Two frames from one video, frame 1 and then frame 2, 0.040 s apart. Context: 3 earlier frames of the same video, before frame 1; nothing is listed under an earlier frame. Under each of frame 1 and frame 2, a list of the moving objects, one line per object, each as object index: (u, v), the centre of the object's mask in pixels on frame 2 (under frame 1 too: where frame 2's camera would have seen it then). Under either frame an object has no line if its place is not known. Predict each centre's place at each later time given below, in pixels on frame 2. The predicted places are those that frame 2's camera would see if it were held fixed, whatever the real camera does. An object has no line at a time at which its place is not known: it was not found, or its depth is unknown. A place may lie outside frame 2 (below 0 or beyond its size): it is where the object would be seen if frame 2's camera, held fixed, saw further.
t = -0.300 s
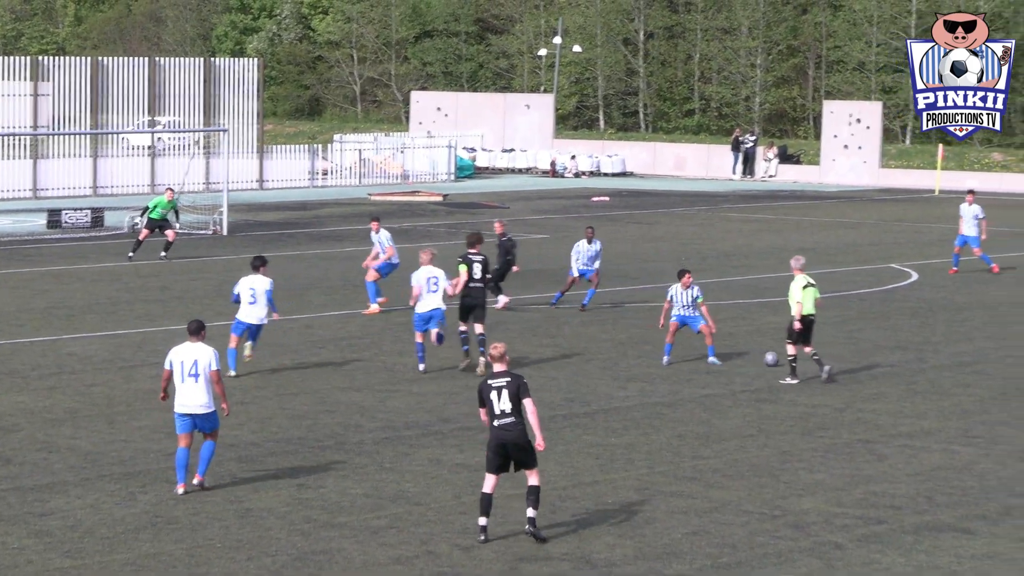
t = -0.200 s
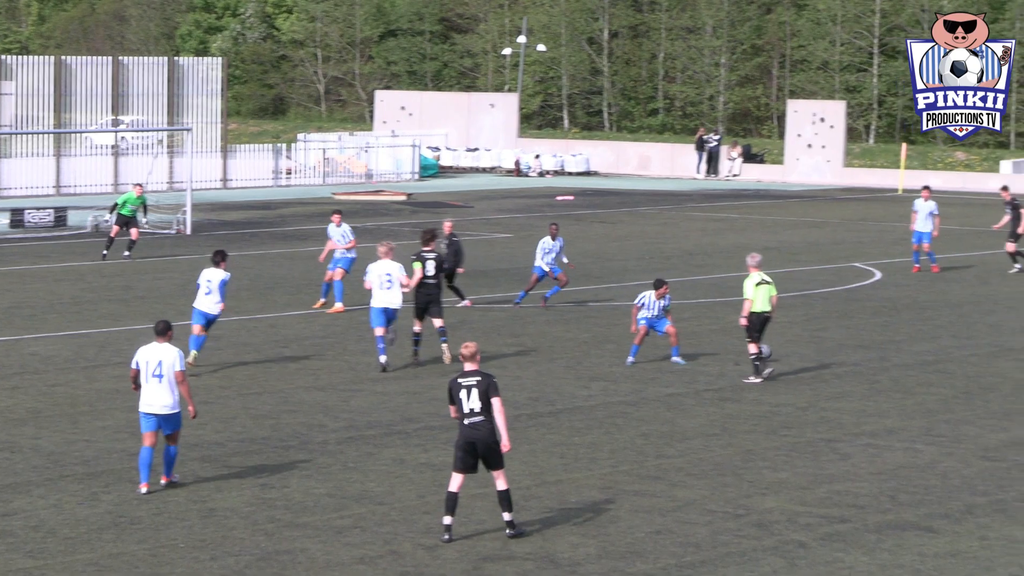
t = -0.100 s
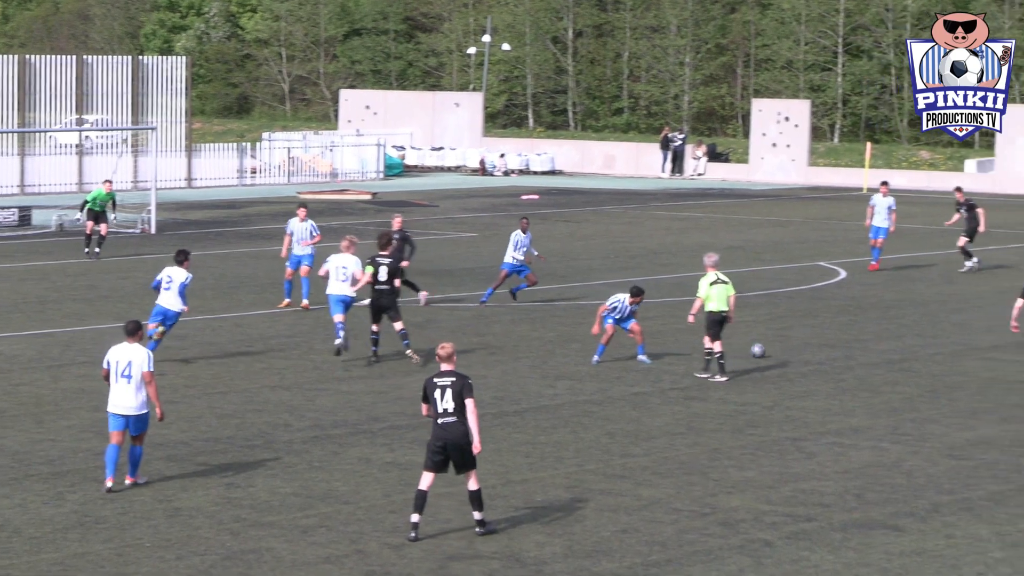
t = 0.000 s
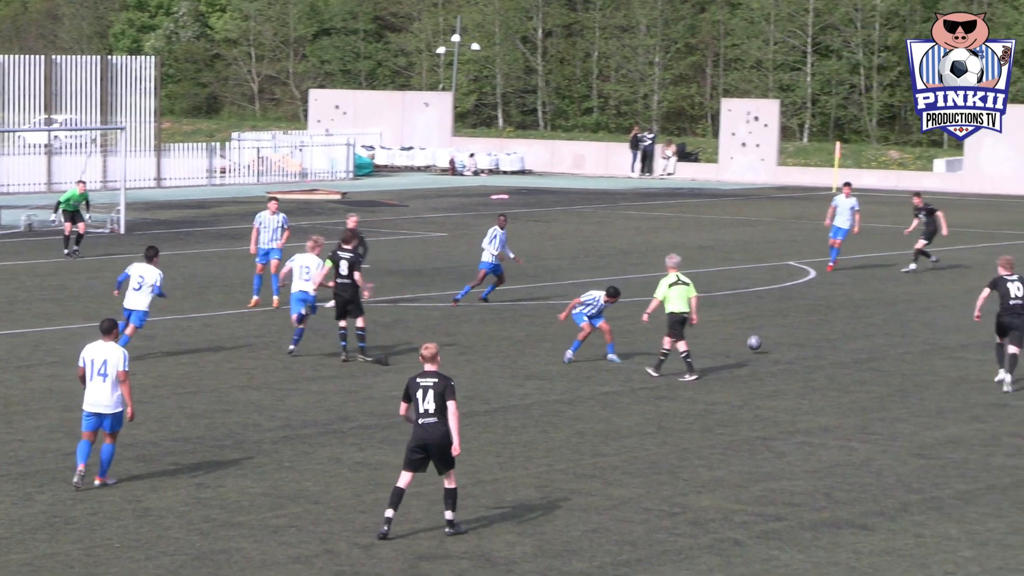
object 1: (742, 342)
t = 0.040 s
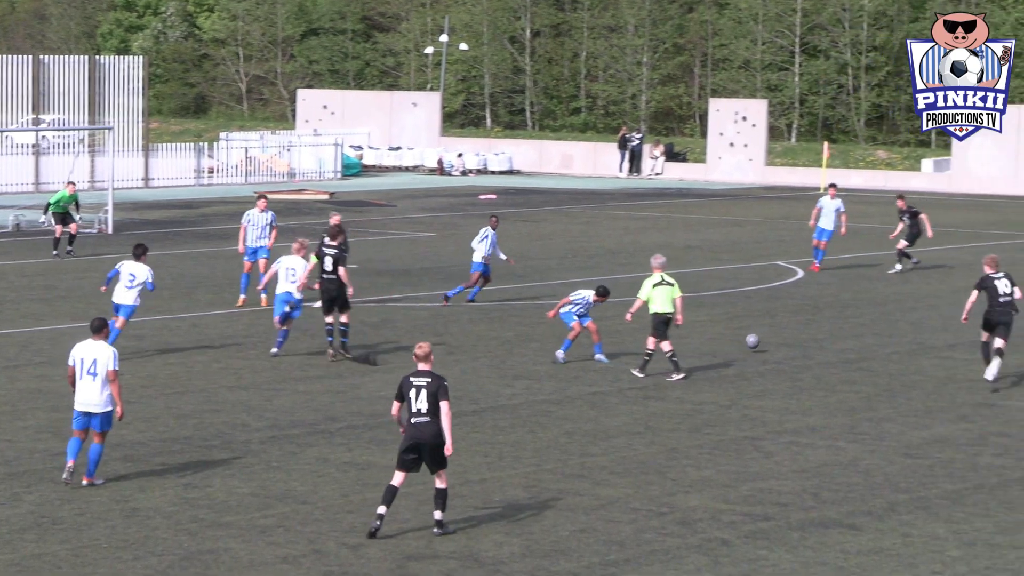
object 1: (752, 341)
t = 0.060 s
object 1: (757, 341)
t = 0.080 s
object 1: (763, 341)
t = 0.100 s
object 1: (768, 341)
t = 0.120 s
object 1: (773, 342)
